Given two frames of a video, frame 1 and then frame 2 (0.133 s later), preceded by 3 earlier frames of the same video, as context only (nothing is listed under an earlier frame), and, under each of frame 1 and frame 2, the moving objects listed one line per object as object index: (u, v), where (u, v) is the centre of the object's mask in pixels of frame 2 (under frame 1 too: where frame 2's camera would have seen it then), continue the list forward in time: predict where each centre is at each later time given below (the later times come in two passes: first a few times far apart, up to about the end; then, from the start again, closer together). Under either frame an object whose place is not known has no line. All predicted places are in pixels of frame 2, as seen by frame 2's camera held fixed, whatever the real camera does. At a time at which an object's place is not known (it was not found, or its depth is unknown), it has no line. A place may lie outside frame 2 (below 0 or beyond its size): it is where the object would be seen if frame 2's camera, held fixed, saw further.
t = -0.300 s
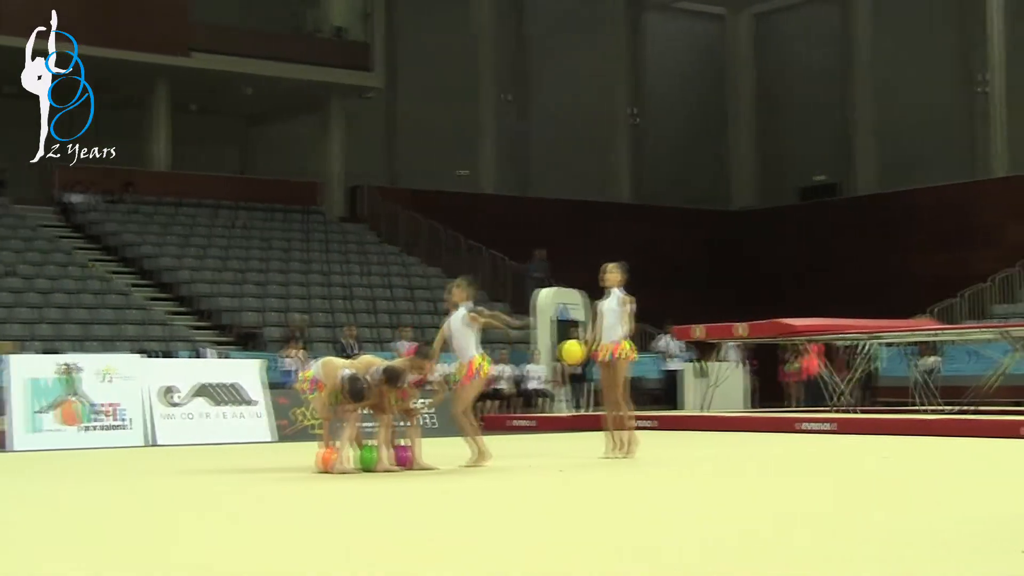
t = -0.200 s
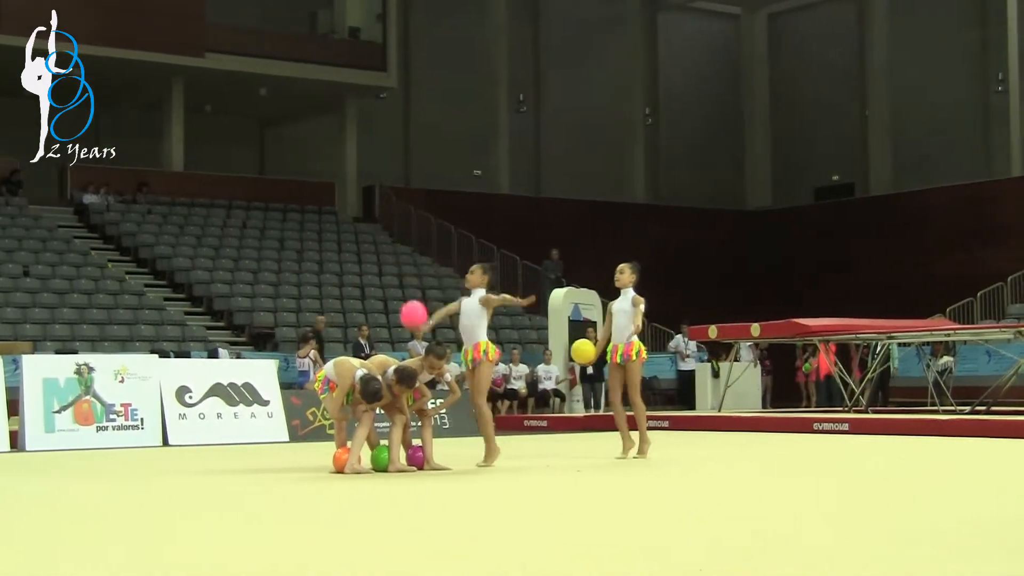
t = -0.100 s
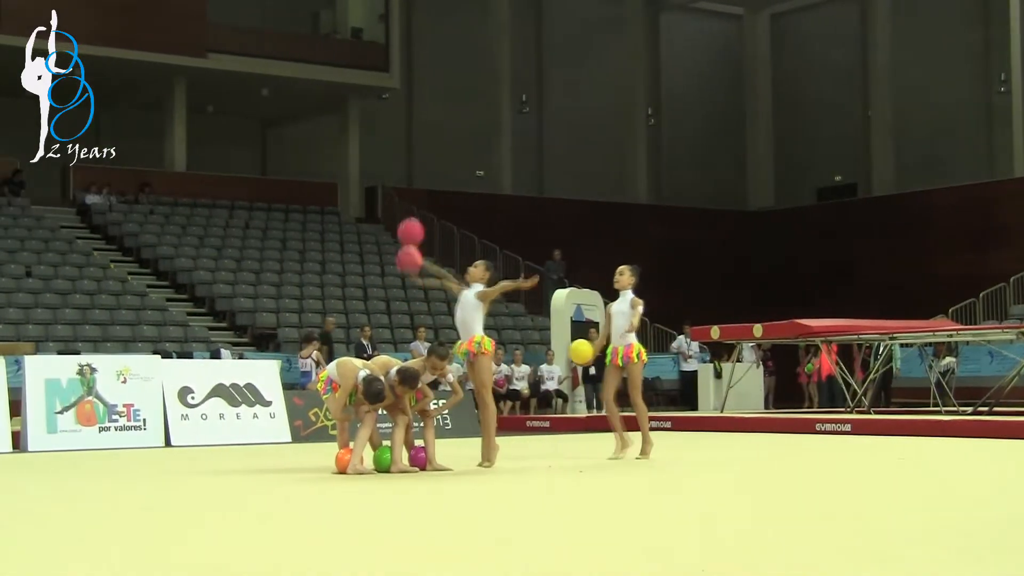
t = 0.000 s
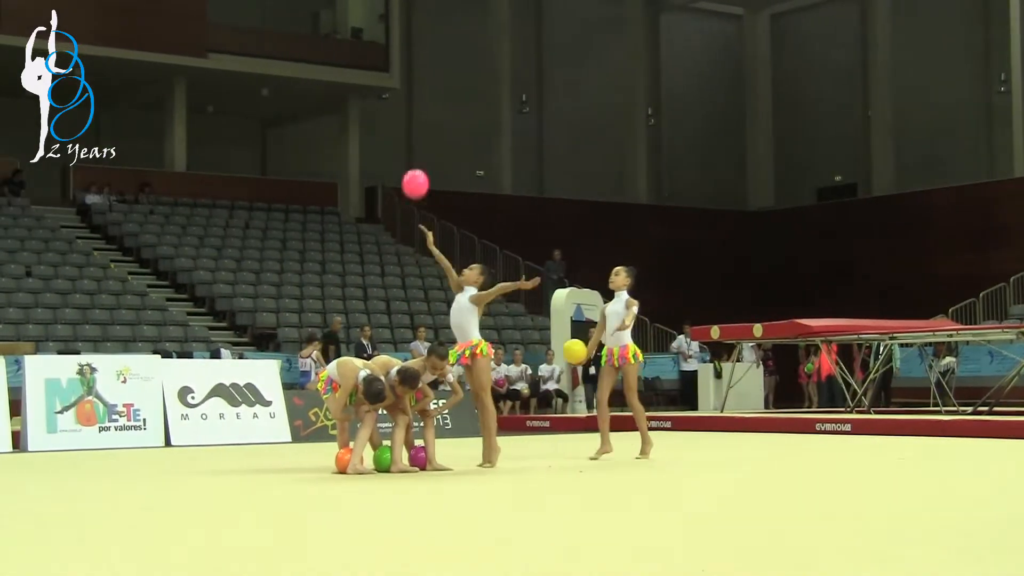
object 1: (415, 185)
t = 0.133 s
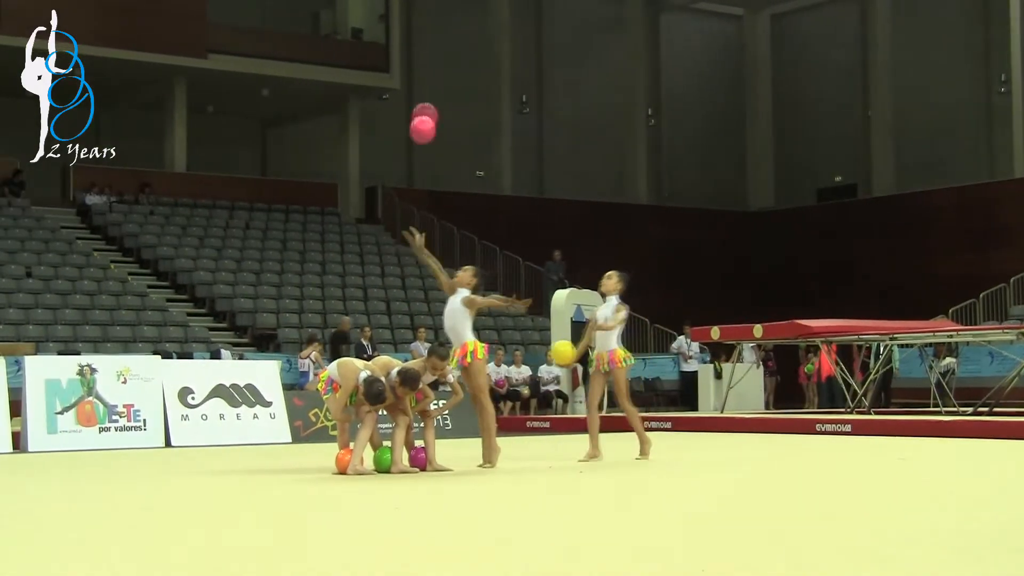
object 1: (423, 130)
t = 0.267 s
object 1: (431, 89)
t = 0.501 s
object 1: (444, 87)
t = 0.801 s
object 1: (463, 186)
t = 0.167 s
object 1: (425, 116)
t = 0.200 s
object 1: (427, 105)
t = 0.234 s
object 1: (430, 96)
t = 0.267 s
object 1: (431, 89)
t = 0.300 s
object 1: (433, 85)
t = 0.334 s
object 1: (435, 82)
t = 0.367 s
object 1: (437, 80)
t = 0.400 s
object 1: (439, 79)
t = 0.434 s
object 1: (441, 81)
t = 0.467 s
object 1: (443, 83)
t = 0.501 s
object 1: (444, 87)
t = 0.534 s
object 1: (447, 93)
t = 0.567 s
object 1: (448, 98)
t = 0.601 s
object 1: (451, 107)
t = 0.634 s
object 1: (453, 119)
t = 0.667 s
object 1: (455, 126)
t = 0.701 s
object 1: (458, 148)
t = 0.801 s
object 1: (463, 186)
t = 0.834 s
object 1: (465, 208)
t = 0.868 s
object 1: (468, 233)
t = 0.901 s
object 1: (470, 258)
